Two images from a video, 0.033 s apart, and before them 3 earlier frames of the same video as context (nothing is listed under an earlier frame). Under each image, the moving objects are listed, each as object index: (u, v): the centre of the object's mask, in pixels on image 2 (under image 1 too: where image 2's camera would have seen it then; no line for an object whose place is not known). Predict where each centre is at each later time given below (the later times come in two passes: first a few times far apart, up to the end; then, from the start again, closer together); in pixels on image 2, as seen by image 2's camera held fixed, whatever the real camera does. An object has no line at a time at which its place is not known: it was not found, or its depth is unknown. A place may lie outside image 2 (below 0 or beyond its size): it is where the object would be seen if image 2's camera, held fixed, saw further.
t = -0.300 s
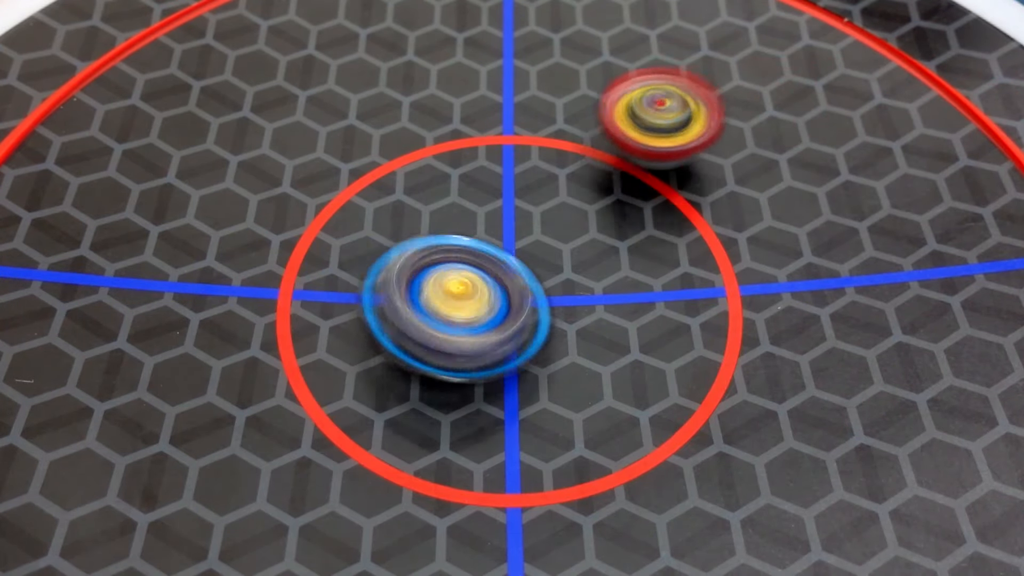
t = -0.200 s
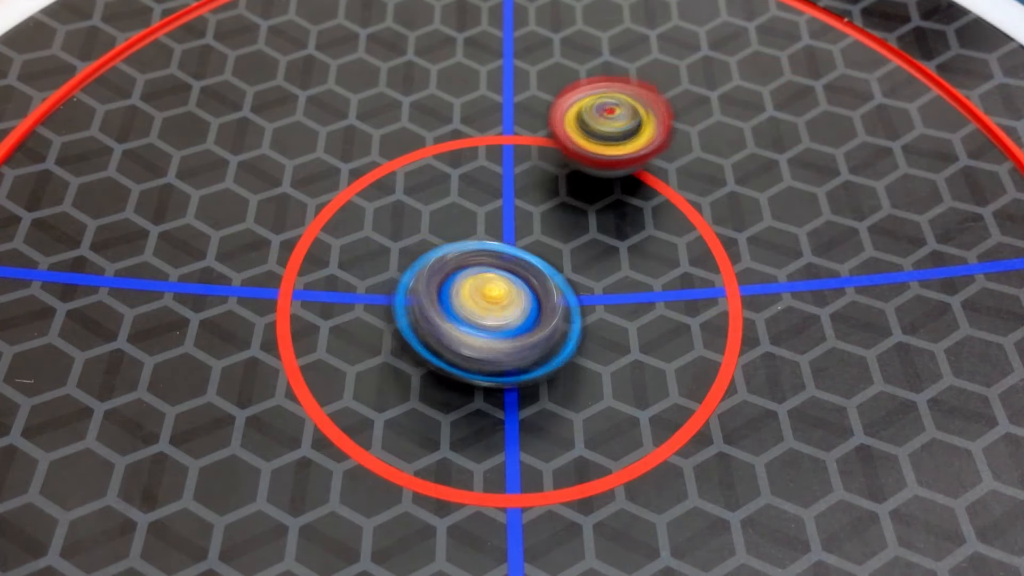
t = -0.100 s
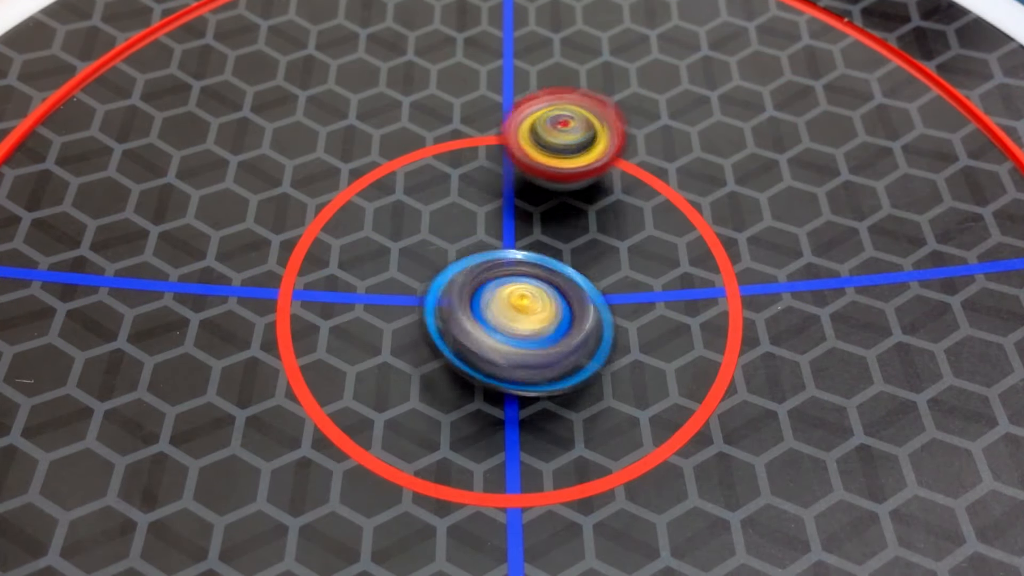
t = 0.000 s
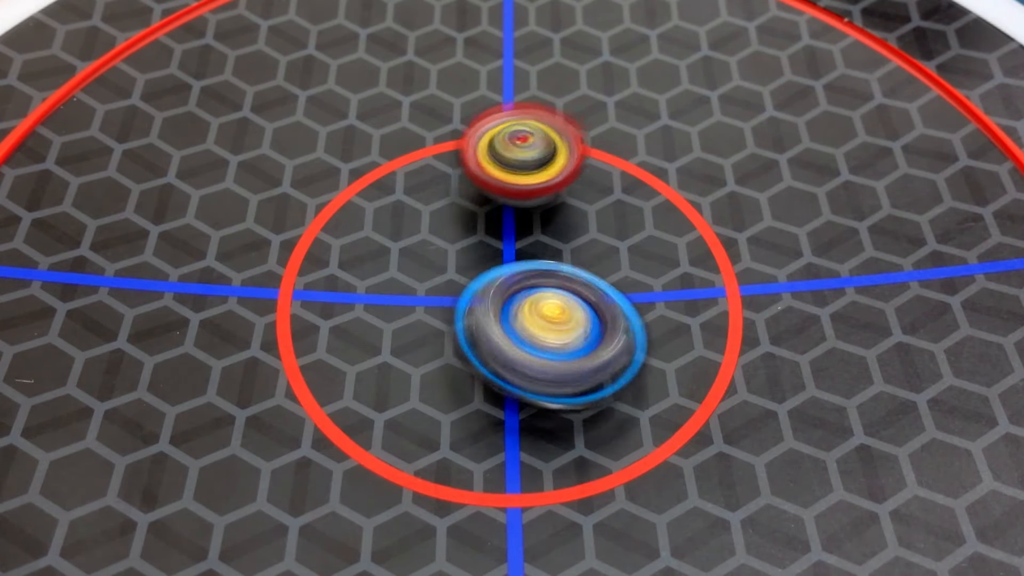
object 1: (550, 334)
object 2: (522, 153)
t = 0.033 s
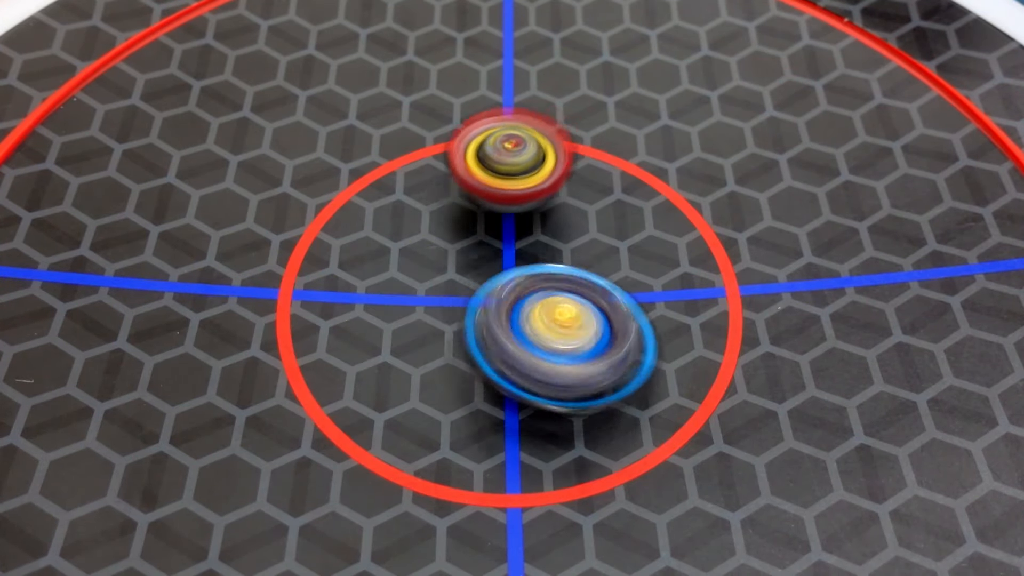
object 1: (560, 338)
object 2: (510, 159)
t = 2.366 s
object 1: (511, 196)
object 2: (528, 329)
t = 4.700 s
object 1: (647, 344)
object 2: (457, 251)
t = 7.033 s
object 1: (447, 237)
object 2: (641, 209)
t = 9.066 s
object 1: (599, 230)
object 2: (452, 229)
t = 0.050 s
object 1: (564, 339)
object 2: (504, 162)
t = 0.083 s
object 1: (573, 343)
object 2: (492, 167)
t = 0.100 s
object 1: (577, 345)
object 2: (487, 171)
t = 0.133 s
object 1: (587, 348)
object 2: (477, 177)
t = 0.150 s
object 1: (591, 350)
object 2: (472, 180)
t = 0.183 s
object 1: (598, 353)
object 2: (464, 186)
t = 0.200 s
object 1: (602, 354)
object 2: (460, 189)
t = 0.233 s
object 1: (610, 356)
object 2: (454, 196)
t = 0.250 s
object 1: (613, 358)
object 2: (450, 199)
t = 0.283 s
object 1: (620, 359)
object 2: (445, 203)
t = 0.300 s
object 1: (623, 361)
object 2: (442, 206)
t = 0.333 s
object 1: (628, 362)
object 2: (437, 210)
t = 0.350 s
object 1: (632, 362)
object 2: (435, 212)
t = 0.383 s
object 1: (636, 363)
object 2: (431, 217)
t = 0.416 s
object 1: (640, 364)
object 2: (428, 221)
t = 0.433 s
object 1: (642, 363)
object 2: (426, 223)
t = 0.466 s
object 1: (645, 363)
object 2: (425, 226)
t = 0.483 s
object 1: (645, 362)
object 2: (423, 229)
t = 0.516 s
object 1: (646, 360)
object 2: (423, 232)
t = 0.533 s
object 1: (646, 359)
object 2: (422, 234)
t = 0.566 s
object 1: (645, 356)
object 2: (422, 236)
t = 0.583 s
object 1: (645, 355)
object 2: (422, 238)
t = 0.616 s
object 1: (643, 352)
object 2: (423, 240)
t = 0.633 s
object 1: (642, 350)
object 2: (422, 242)
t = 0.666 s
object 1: (639, 346)
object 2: (424, 245)
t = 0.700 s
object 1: (637, 343)
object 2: (425, 248)
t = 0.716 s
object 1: (634, 340)
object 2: (426, 249)
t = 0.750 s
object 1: (632, 336)
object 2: (428, 252)
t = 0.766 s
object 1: (630, 335)
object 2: (428, 254)
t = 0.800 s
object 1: (627, 330)
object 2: (432, 258)
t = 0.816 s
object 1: (626, 329)
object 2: (433, 259)
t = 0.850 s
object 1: (622, 325)
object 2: (438, 263)
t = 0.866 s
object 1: (620, 322)
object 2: (440, 264)
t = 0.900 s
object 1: (617, 318)
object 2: (447, 267)
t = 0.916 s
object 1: (615, 316)
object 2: (449, 268)
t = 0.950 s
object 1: (612, 311)
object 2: (457, 269)
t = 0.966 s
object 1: (611, 310)
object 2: (457, 270)
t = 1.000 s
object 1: (614, 307)
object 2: (456, 268)
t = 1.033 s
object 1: (618, 304)
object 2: (452, 266)
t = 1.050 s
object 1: (618, 302)
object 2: (450, 265)
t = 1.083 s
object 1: (620, 298)
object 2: (449, 264)
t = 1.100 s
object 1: (621, 296)
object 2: (448, 263)
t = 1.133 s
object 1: (620, 293)
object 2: (449, 262)
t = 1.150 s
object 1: (619, 291)
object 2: (449, 262)
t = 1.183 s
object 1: (617, 288)
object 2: (450, 261)
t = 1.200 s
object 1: (615, 286)
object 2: (452, 260)
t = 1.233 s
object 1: (612, 283)
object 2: (454, 259)
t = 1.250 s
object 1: (610, 281)
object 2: (457, 259)
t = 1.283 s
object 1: (609, 278)
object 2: (458, 258)
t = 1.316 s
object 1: (609, 274)
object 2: (452, 256)
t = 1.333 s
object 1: (609, 274)
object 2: (450, 256)
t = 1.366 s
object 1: (608, 271)
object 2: (446, 254)
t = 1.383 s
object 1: (609, 270)
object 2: (446, 254)
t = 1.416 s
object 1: (607, 268)
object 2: (443, 253)
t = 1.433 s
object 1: (607, 265)
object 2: (443, 252)
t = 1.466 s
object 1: (604, 263)
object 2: (443, 252)
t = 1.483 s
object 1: (602, 261)
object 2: (443, 252)
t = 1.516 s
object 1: (599, 259)
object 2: (444, 252)
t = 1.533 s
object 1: (597, 260)
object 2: (444, 252)
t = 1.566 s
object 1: (595, 257)
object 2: (447, 252)
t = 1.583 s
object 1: (594, 257)
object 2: (445, 253)
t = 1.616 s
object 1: (592, 254)
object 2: (442, 254)
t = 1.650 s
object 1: (590, 252)
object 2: (441, 255)
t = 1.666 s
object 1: (589, 251)
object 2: (440, 255)
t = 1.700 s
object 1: (587, 248)
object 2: (442, 256)
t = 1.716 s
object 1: (587, 245)
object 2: (442, 257)
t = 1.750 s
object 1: (585, 241)
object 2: (442, 258)
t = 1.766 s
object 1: (583, 239)
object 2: (441, 260)
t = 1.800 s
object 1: (581, 235)
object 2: (441, 262)
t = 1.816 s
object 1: (579, 234)
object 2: (443, 263)
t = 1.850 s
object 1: (575, 229)
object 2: (438, 269)
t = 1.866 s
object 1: (575, 228)
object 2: (439, 272)
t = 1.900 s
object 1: (572, 225)
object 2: (438, 276)
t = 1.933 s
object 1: (569, 221)
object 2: (438, 280)
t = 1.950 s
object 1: (568, 220)
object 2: (440, 282)
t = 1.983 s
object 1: (564, 217)
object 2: (443, 286)
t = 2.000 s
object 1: (563, 215)
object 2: (446, 287)
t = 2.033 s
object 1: (559, 212)
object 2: (452, 290)
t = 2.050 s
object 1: (557, 209)
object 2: (454, 291)
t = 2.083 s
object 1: (553, 207)
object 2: (462, 293)
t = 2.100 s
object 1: (550, 206)
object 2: (465, 294)
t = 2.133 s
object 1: (547, 203)
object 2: (474, 295)
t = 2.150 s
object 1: (544, 202)
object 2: (478, 298)
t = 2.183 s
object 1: (537, 200)
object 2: (484, 309)
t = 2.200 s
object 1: (535, 199)
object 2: (488, 313)
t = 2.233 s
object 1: (528, 196)
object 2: (495, 319)
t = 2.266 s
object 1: (522, 195)
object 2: (502, 322)
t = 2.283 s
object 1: (520, 195)
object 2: (507, 325)
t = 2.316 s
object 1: (515, 195)
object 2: (514, 327)
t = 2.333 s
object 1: (515, 195)
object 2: (520, 328)
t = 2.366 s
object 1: (511, 196)
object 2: (528, 329)
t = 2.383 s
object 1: (511, 196)
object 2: (532, 328)
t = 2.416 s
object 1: (508, 198)
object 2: (541, 328)
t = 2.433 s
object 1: (507, 198)
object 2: (544, 327)
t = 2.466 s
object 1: (505, 201)
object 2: (553, 324)
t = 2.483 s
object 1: (503, 202)
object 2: (556, 324)
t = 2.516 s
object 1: (502, 204)
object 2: (564, 320)
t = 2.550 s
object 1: (500, 208)
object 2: (572, 316)
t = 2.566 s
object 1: (498, 209)
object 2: (575, 314)
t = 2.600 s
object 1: (496, 212)
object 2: (581, 309)
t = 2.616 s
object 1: (493, 215)
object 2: (585, 307)
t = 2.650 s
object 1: (490, 218)
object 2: (590, 300)
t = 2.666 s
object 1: (487, 221)
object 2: (594, 297)
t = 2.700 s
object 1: (482, 225)
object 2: (601, 294)
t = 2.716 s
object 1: (481, 227)
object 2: (604, 291)
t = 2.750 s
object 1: (476, 232)
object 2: (610, 286)
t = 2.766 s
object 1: (475, 233)
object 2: (611, 283)
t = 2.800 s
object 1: (471, 238)
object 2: (615, 276)
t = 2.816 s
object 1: (470, 239)
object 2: (617, 274)
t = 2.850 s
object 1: (466, 244)
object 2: (619, 267)
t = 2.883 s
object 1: (463, 248)
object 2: (620, 260)
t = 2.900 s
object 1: (461, 250)
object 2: (620, 257)
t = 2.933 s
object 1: (459, 254)
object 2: (619, 250)
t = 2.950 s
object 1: (457, 255)
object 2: (619, 247)
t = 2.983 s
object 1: (454, 260)
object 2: (618, 240)
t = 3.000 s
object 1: (451, 262)
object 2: (616, 237)
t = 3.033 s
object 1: (450, 266)
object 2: (612, 231)
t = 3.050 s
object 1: (448, 269)
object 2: (609, 229)
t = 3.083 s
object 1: (445, 272)
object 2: (605, 223)
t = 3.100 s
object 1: (445, 275)
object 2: (603, 221)
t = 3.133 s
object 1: (442, 279)
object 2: (597, 216)
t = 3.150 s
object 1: (442, 281)
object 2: (594, 213)
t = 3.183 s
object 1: (440, 285)
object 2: (588, 209)
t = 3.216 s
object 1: (438, 288)
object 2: (580, 205)
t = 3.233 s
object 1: (439, 291)
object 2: (577, 203)
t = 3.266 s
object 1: (438, 294)
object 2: (571, 199)
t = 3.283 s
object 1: (440, 295)
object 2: (566, 198)
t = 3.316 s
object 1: (440, 298)
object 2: (559, 196)
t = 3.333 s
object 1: (441, 299)
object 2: (554, 194)
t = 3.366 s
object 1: (442, 302)
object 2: (546, 193)
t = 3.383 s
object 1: (442, 302)
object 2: (542, 193)
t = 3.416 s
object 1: (444, 306)
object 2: (533, 191)
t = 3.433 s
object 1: (444, 307)
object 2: (529, 191)
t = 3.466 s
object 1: (447, 309)
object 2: (521, 191)
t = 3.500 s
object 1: (450, 313)
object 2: (513, 190)
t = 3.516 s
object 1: (451, 314)
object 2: (509, 189)
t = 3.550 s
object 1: (454, 317)
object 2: (503, 187)
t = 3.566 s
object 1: (454, 317)
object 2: (498, 186)
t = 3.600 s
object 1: (458, 318)
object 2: (492, 185)
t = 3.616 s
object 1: (459, 319)
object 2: (490, 185)
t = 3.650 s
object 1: (463, 319)
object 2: (483, 185)
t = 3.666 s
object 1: (466, 321)
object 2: (480, 185)
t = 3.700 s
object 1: (469, 321)
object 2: (475, 186)
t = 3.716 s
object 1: (472, 323)
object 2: (471, 185)
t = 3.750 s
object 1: (476, 323)
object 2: (466, 183)
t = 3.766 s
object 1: (479, 324)
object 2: (464, 183)
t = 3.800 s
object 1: (483, 324)
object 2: (458, 183)
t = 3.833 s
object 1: (486, 323)
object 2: (455, 183)
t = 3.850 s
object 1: (490, 324)
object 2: (454, 184)
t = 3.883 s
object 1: (493, 322)
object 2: (450, 186)
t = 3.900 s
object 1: (496, 322)
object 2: (450, 186)
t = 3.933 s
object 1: (499, 321)
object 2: (447, 189)
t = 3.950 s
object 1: (502, 319)
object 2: (446, 190)
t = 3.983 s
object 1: (506, 318)
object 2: (444, 193)
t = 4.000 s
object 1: (508, 317)
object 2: (443, 195)
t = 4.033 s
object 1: (517, 320)
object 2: (437, 194)
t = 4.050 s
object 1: (521, 322)
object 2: (434, 192)
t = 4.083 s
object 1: (530, 326)
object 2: (429, 191)
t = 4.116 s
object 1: (539, 331)
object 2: (425, 192)
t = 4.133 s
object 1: (543, 332)
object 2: (424, 192)
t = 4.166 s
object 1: (551, 335)
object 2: (422, 195)
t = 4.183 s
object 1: (555, 337)
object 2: (421, 196)
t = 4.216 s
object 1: (562, 339)
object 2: (421, 200)
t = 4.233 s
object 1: (565, 340)
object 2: (421, 202)
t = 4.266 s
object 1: (572, 343)
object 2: (422, 206)
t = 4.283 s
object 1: (575, 344)
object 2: (425, 209)
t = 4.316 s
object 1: (581, 346)
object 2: (427, 214)
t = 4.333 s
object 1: (584, 347)
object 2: (428, 216)
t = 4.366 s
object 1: (589, 348)
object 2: (431, 219)
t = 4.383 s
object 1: (591, 349)
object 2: (432, 223)
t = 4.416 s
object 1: (596, 349)
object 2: (437, 228)
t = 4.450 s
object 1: (600, 349)
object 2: (443, 233)
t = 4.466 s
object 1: (602, 349)
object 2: (447, 237)
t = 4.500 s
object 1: (605, 348)
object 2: (454, 242)
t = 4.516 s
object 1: (606, 347)
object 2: (459, 245)
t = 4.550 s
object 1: (608, 345)
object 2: (467, 251)
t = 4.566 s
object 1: (608, 344)
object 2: (471, 253)
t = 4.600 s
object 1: (611, 342)
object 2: (479, 257)
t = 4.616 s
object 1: (616, 342)
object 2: (474, 258)
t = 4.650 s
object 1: (630, 342)
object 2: (464, 254)
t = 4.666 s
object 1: (634, 344)
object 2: (462, 253)
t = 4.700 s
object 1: (647, 344)
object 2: (457, 251)
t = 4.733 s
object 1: (657, 344)
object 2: (455, 251)
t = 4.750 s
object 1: (661, 344)
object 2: (455, 251)
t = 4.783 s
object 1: (669, 344)
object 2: (457, 253)
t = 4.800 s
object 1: (672, 343)
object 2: (457, 255)
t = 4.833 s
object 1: (678, 343)
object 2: (461, 257)
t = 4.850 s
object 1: (680, 341)
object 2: (465, 259)
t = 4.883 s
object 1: (685, 340)
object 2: (469, 262)
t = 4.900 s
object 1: (686, 338)
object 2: (472, 263)
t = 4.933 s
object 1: (689, 336)
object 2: (478, 267)
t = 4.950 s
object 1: (689, 334)
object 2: (480, 269)
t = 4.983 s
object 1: (691, 332)
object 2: (487, 273)
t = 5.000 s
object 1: (690, 330)
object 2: (491, 275)
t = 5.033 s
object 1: (689, 326)
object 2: (498, 277)
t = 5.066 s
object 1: (687, 323)
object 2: (505, 280)
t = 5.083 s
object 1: (685, 321)
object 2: (509, 281)
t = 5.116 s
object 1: (681, 317)
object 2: (518, 283)
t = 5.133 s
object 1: (680, 315)
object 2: (518, 284)
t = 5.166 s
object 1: (691, 307)
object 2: (490, 289)
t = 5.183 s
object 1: (696, 304)
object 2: (475, 292)
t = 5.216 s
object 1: (705, 297)
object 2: (448, 296)
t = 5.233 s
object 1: (709, 294)
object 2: (437, 297)
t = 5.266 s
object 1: (712, 288)
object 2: (421, 301)
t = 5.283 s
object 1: (713, 283)
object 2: (414, 304)
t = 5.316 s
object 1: (712, 280)
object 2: (403, 308)
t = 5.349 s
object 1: (709, 275)
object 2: (397, 313)
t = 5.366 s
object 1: (708, 273)
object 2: (394, 315)
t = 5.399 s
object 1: (704, 269)
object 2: (390, 320)
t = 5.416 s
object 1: (701, 267)
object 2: (388, 322)
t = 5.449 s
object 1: (696, 262)
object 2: (385, 327)
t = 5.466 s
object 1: (692, 261)
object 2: (384, 329)
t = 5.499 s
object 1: (687, 256)
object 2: (382, 333)
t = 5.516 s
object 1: (682, 255)
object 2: (382, 336)
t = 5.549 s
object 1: (676, 251)
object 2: (382, 339)
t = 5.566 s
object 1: (672, 250)
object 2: (382, 341)
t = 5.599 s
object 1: (665, 247)
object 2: (384, 345)
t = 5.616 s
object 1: (660, 246)
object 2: (385, 345)
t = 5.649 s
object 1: (653, 242)
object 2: (389, 348)
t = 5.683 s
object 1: (646, 241)
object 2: (395, 349)
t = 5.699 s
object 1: (642, 238)
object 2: (398, 349)
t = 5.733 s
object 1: (634, 236)
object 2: (404, 349)
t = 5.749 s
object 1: (631, 234)
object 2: (408, 348)
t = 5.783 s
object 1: (623, 231)
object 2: (416, 346)
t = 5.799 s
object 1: (620, 229)
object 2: (419, 345)
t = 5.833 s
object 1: (612, 226)
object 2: (427, 343)
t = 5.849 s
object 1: (609, 224)
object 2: (432, 341)
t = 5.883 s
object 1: (600, 221)
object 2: (439, 338)
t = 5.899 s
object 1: (597, 219)
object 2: (444, 335)
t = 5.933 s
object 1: (589, 214)
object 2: (453, 331)
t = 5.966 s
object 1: (582, 210)
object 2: (462, 326)
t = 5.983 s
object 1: (578, 208)
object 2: (466, 323)
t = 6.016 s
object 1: (572, 204)
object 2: (475, 318)
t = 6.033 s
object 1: (569, 202)
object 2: (479, 315)
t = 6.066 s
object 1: (564, 198)
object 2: (488, 311)
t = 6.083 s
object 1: (561, 195)
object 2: (493, 307)
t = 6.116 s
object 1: (555, 190)
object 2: (502, 301)
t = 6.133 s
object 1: (552, 187)
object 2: (506, 298)
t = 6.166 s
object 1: (545, 183)
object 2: (515, 291)
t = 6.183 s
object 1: (542, 180)
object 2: (520, 288)
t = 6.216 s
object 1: (534, 177)
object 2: (528, 286)
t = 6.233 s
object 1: (530, 174)
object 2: (532, 285)
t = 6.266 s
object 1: (524, 173)
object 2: (540, 285)
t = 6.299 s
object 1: (518, 169)
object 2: (549, 283)
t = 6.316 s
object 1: (514, 170)
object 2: (552, 281)
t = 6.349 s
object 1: (509, 168)
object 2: (561, 277)
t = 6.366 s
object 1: (505, 169)
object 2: (566, 276)
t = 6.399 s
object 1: (501, 170)
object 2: (574, 272)
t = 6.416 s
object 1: (498, 170)
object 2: (578, 269)
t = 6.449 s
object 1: (494, 173)
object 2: (586, 266)
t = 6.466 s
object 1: (491, 173)
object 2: (590, 264)
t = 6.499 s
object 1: (488, 176)
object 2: (597, 260)
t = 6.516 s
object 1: (486, 178)
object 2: (601, 257)
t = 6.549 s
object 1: (483, 181)
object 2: (609, 253)
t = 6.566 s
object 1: (481, 182)
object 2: (611, 251)
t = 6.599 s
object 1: (477, 186)
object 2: (616, 247)
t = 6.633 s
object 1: (473, 188)
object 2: (623, 243)
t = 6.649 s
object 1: (472, 191)
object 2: (625, 242)
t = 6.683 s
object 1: (468, 193)
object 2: (628, 239)
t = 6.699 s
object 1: (467, 196)
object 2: (630, 238)
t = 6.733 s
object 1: (464, 198)
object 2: (635, 234)
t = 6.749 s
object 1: (462, 201)
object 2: (637, 233)
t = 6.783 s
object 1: (461, 204)
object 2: (640, 229)
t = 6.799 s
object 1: (458, 207)
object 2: (643, 227)
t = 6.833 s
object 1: (457, 211)
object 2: (645, 224)
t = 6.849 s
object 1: (455, 213)
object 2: (645, 222)
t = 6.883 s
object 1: (454, 217)
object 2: (646, 218)
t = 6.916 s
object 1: (452, 222)
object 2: (646, 216)
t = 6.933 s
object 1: (452, 224)
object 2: (646, 215)
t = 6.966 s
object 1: (449, 228)
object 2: (645, 213)
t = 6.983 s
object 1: (449, 231)
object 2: (645, 212)
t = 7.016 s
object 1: (447, 234)
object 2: (643, 209)
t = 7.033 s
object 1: (447, 237)
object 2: (641, 209)
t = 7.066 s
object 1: (445, 240)
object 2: (637, 207)
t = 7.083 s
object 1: (444, 244)
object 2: (636, 207)
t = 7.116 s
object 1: (443, 248)
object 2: (632, 206)
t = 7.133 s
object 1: (442, 251)
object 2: (629, 205)
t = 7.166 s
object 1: (443, 255)
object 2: (624, 205)
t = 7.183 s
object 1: (441, 257)
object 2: (621, 206)
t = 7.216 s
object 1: (442, 262)
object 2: (615, 206)
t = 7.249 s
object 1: (442, 267)
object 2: (608, 207)
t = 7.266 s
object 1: (442, 269)
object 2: (604, 207)
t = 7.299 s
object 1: (441, 274)
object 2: (597, 208)
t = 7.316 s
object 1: (443, 277)
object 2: (590, 211)
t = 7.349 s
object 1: (442, 281)
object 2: (582, 212)
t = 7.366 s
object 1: (443, 284)
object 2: (579, 212)
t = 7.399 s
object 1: (441, 290)
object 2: (574, 211)
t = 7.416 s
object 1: (439, 294)
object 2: (572, 209)
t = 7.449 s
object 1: (438, 299)
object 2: (569, 207)
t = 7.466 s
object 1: (436, 303)
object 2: (568, 207)
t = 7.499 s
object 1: (438, 307)
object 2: (563, 206)
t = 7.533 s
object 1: (438, 312)
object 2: (558, 206)
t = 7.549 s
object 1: (438, 314)
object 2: (555, 207)
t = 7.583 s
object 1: (439, 318)
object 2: (549, 207)
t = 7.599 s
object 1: (441, 320)
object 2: (546, 208)
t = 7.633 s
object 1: (444, 322)
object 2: (540, 210)
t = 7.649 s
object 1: (447, 324)
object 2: (537, 210)
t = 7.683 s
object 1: (449, 327)
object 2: (535, 208)
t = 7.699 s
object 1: (450, 330)
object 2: (532, 208)
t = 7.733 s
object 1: (454, 332)
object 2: (529, 207)
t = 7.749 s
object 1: (456, 333)
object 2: (528, 206)
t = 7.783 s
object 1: (461, 335)
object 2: (525, 206)
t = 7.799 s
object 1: (463, 335)
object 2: (522, 206)
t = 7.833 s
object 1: (469, 336)
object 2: (519, 206)
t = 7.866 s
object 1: (472, 335)
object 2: (515, 205)
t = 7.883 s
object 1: (476, 335)
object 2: (514, 205)
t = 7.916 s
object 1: (480, 334)
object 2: (512, 204)
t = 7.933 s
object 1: (482, 335)
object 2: (510, 203)
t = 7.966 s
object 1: (487, 334)
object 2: (508, 202)
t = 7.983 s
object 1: (488, 333)
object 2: (507, 202)
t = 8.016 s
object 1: (493, 333)
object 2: (505, 201)
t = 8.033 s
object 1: (496, 332)
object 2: (504, 200)
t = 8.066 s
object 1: (501, 332)
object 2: (502, 198)
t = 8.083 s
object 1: (504, 332)
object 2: (501, 197)
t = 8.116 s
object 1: (510, 331)
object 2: (499, 196)
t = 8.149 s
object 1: (515, 328)
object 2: (497, 196)
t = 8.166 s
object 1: (517, 327)
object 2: (497, 196)
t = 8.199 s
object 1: (524, 324)
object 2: (495, 196)
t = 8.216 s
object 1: (525, 322)
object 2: (494, 196)
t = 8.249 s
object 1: (531, 320)
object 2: (493, 196)
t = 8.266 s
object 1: (534, 318)
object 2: (492, 194)
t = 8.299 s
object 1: (541, 316)
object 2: (490, 193)
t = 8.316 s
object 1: (543, 315)
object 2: (488, 193)
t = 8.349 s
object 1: (549, 312)
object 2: (487, 192)
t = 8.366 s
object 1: (552, 310)
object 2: (487, 191)
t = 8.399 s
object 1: (556, 306)
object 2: (486, 192)
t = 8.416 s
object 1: (560, 304)
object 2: (485, 192)
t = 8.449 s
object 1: (564, 299)
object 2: (484, 193)
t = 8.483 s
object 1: (569, 297)
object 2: (483, 193)
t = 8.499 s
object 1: (573, 295)
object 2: (483, 193)
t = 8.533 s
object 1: (578, 291)
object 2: (481, 193)
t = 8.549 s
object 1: (580, 289)
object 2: (479, 193)
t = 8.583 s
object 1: (583, 285)
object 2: (478, 194)
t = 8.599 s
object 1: (585, 282)
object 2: (479, 195)
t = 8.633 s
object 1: (587, 278)
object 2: (479, 196)
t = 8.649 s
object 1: (590, 277)
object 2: (476, 196)
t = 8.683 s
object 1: (594, 271)
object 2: (473, 196)
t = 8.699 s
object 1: (595, 270)
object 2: (473, 196)
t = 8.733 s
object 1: (598, 265)
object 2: (472, 197)
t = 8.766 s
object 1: (599, 262)
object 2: (471, 199)
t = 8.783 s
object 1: (600, 259)
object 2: (469, 200)
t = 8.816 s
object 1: (602, 256)
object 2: (468, 203)
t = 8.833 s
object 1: (603, 255)
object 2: (468, 203)
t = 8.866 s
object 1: (604, 250)
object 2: (466, 206)
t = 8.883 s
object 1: (604, 249)
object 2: (464, 207)
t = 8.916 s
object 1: (605, 246)
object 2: (462, 209)
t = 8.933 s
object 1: (605, 243)
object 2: (463, 212)
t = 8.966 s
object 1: (605, 240)
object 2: (462, 215)
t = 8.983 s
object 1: (604, 238)
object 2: (461, 216)
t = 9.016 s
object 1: (602, 236)
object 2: (458, 220)
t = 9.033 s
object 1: (602, 232)
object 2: (456, 223)
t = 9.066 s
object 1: (599, 230)
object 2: (452, 229)
